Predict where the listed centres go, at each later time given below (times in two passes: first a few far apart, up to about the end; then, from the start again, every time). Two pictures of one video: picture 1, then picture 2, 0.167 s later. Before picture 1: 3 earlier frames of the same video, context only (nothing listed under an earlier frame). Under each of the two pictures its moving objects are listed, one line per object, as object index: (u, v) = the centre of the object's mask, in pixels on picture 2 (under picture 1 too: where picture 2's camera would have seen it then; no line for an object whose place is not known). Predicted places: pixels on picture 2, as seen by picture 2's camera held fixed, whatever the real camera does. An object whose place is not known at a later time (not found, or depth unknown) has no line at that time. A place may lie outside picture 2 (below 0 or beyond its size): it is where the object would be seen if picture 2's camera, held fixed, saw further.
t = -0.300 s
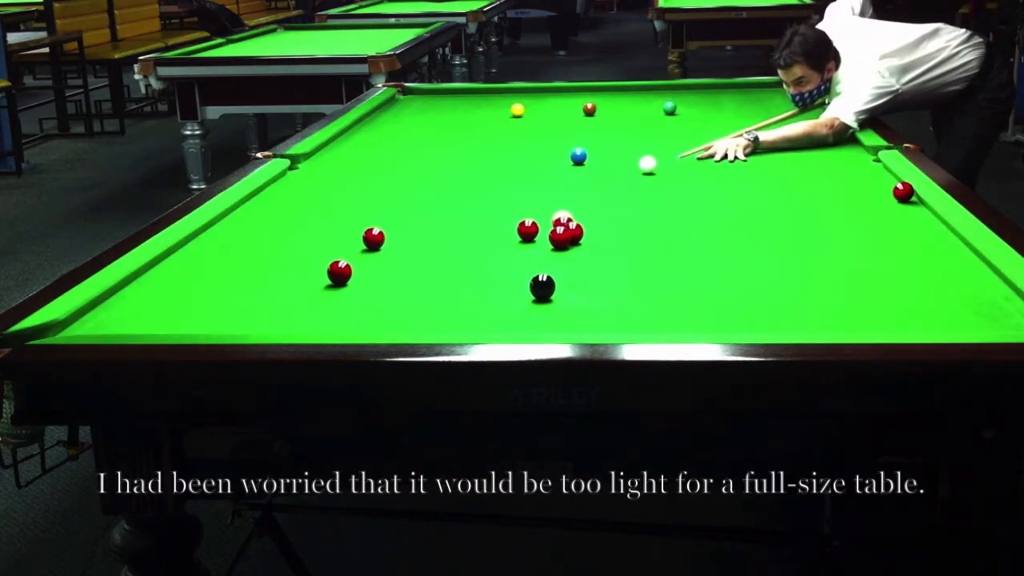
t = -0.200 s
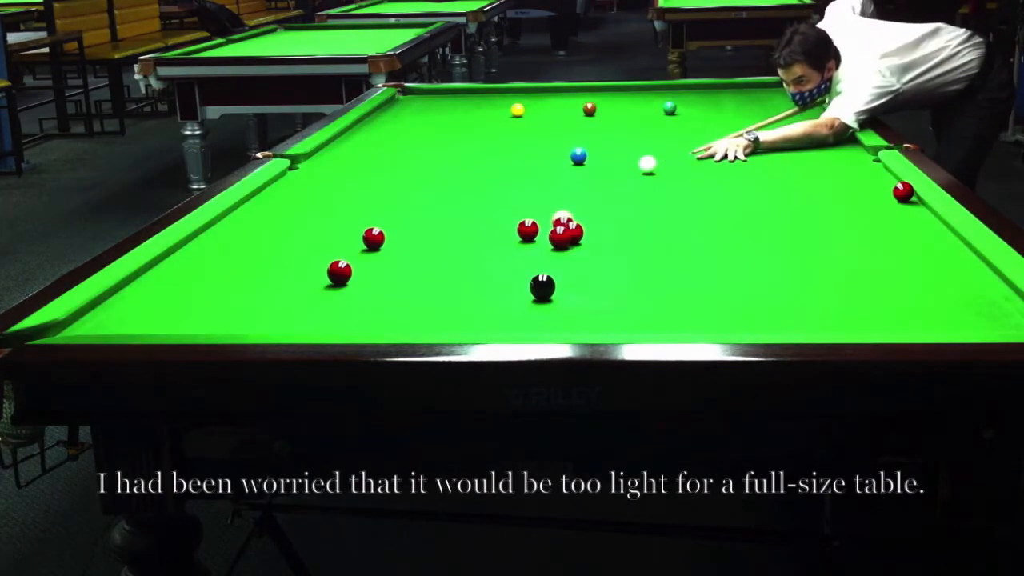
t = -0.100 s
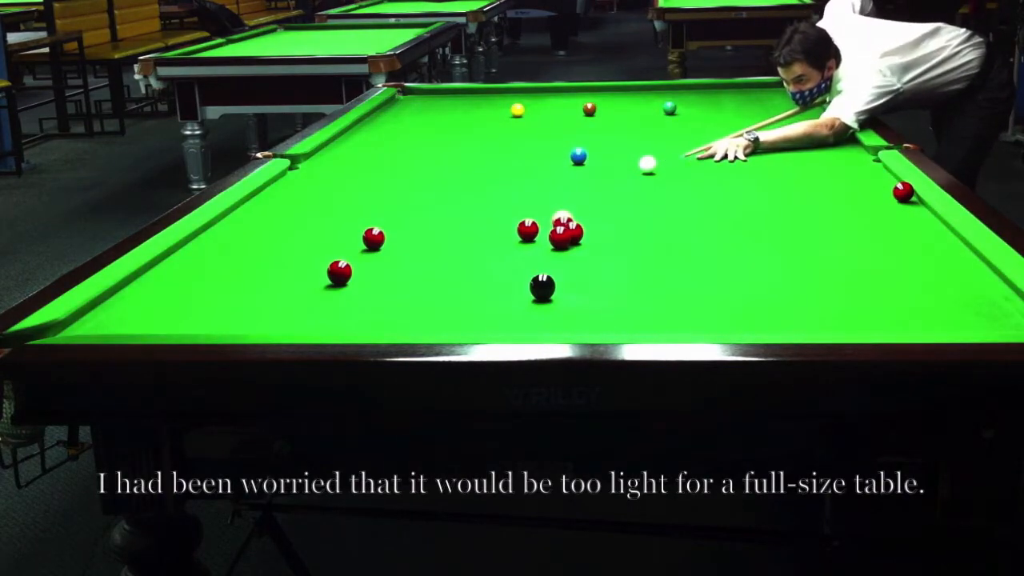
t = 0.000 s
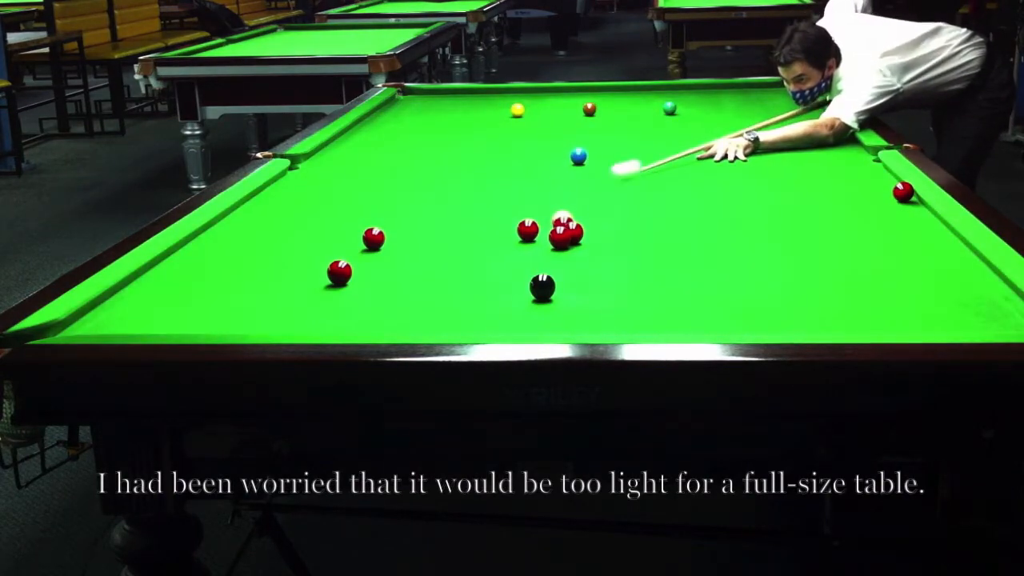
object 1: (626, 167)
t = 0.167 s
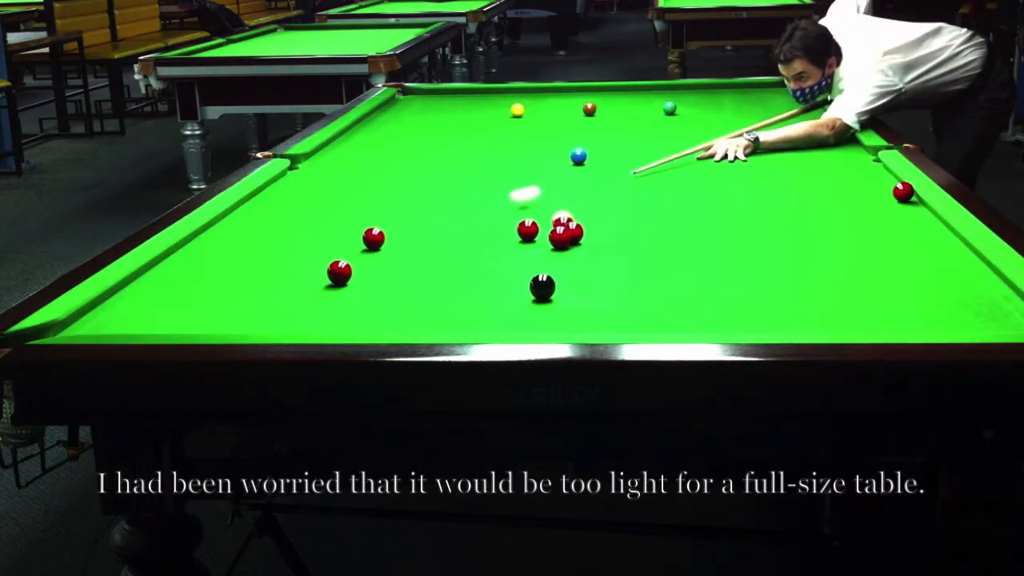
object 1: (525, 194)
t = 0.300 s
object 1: (440, 216)
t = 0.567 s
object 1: (386, 231)
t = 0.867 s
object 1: (382, 228)
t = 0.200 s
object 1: (504, 200)
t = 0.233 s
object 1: (483, 205)
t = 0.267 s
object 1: (462, 211)
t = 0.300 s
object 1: (440, 216)
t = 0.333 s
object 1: (419, 222)
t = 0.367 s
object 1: (398, 228)
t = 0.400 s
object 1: (388, 233)
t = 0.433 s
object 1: (388, 232)
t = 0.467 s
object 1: (388, 232)
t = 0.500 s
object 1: (387, 232)
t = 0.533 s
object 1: (387, 231)
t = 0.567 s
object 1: (386, 231)
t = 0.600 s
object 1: (386, 231)
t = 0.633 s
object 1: (385, 230)
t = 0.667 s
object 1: (385, 230)
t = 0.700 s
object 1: (384, 230)
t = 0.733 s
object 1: (384, 229)
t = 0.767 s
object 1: (383, 229)
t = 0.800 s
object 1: (383, 229)
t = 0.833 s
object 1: (382, 229)
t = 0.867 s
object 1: (382, 228)
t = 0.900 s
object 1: (382, 228)
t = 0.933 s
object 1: (381, 228)
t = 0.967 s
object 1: (380, 228)
